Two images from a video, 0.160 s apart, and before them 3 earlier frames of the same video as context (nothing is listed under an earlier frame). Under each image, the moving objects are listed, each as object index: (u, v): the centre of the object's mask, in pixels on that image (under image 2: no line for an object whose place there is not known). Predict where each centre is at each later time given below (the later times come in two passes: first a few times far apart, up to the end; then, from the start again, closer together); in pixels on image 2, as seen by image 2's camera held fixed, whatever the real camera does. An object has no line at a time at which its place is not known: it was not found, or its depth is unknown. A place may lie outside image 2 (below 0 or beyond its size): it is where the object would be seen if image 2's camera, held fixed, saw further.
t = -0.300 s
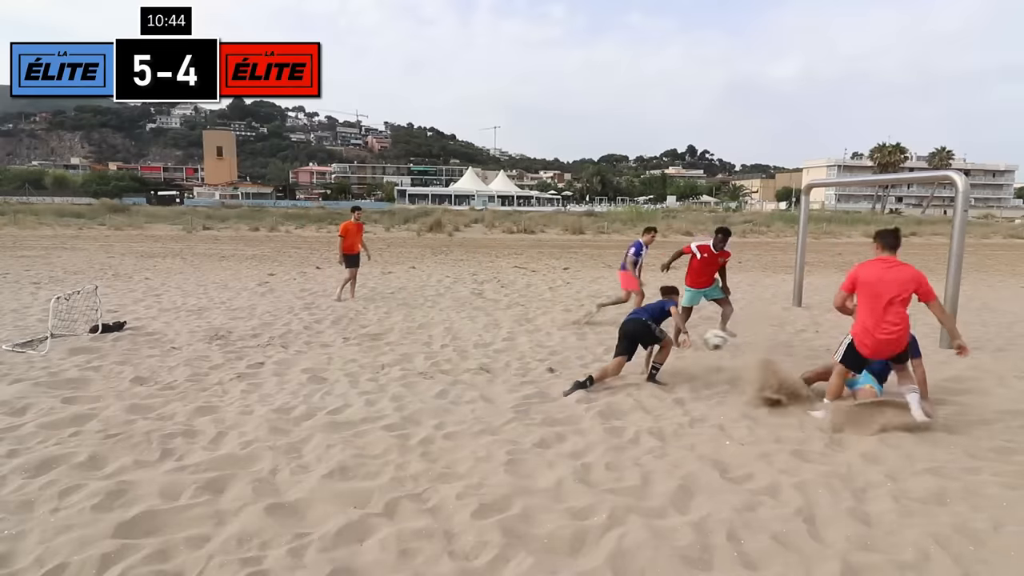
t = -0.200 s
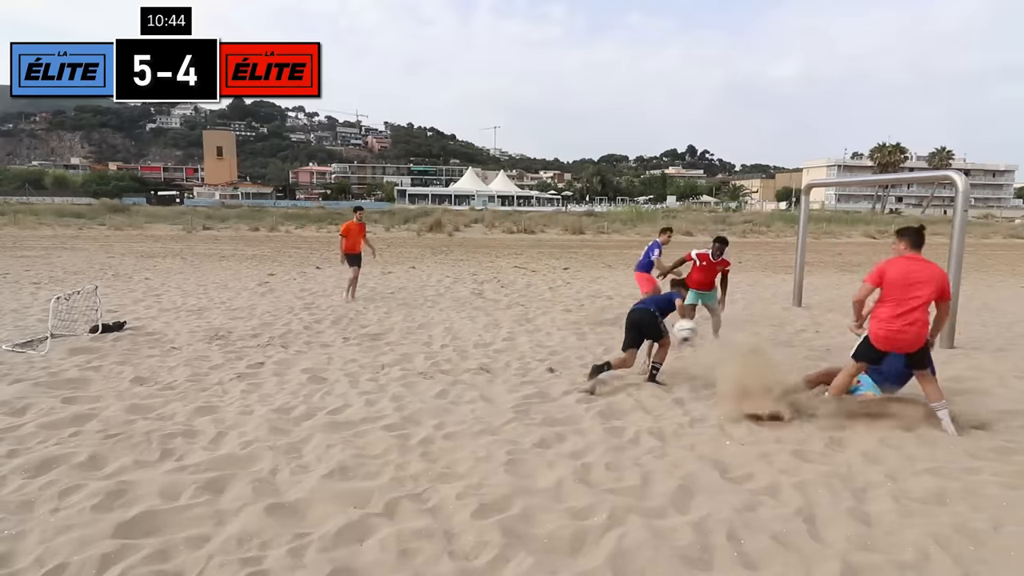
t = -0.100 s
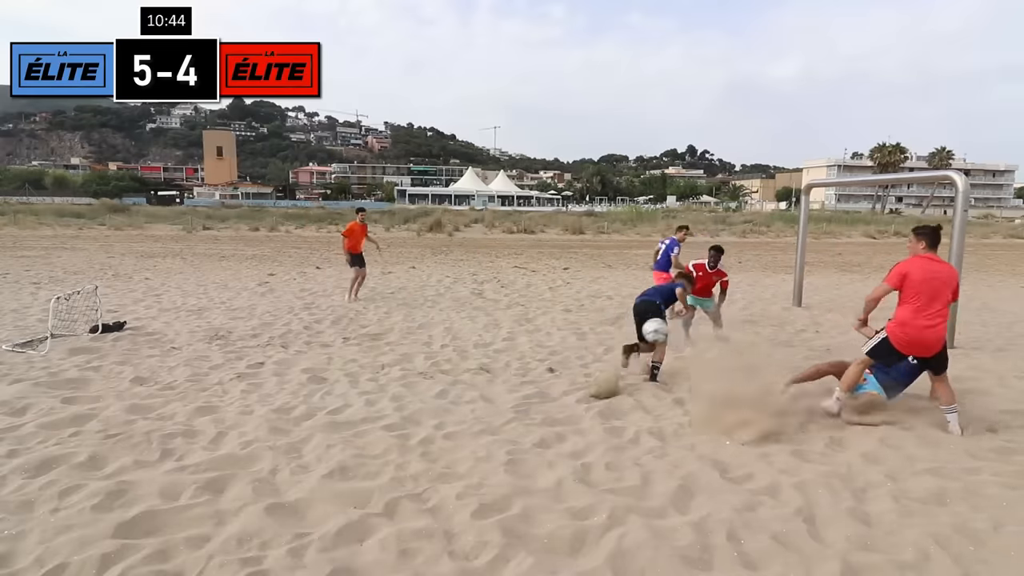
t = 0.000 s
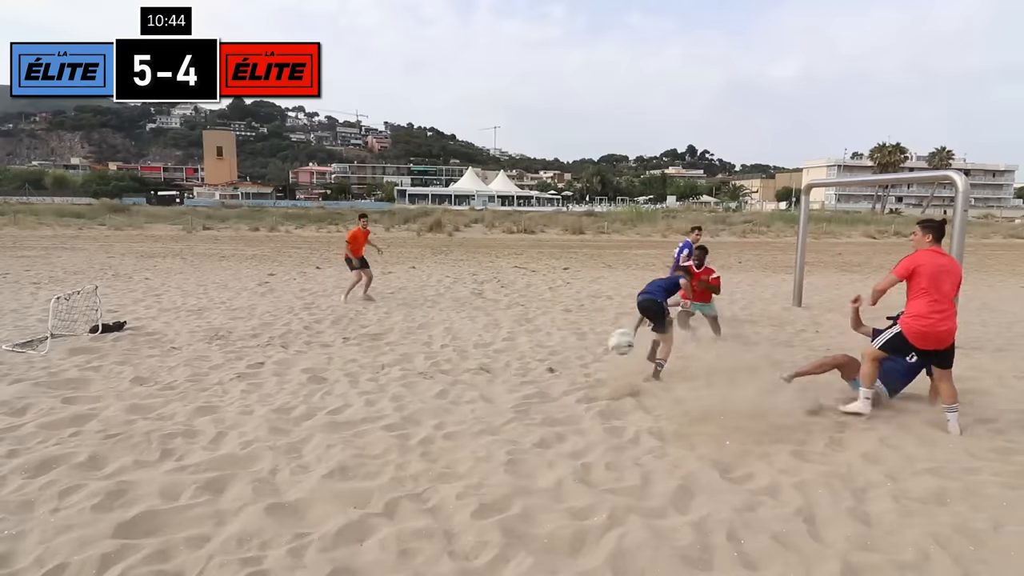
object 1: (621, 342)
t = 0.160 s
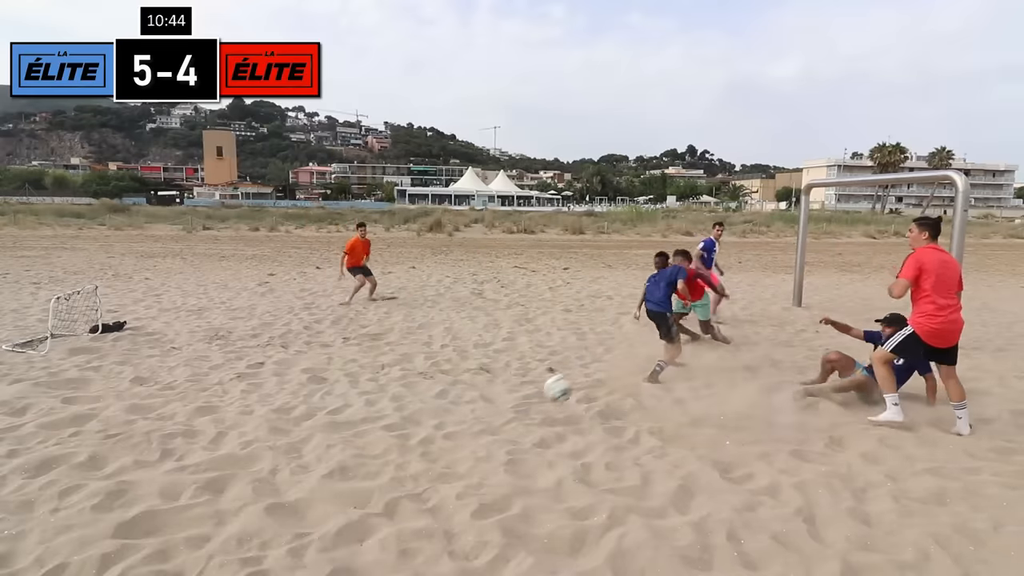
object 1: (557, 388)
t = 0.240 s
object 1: (523, 413)
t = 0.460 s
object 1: (420, 408)
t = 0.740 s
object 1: (278, 444)
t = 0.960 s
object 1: (164, 453)
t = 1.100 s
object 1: (97, 461)
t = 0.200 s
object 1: (540, 406)
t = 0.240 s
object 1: (523, 413)
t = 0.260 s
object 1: (514, 410)
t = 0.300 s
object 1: (497, 404)
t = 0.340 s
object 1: (478, 403)
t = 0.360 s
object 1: (470, 402)
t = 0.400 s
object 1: (449, 402)
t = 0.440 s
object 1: (430, 406)
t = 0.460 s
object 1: (420, 408)
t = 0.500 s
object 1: (400, 414)
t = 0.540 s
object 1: (379, 422)
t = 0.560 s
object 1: (368, 427)
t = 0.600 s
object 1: (348, 436)
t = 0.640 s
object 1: (328, 435)
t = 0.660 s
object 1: (318, 436)
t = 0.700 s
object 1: (299, 438)
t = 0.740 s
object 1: (278, 444)
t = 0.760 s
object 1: (269, 444)
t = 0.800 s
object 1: (247, 447)
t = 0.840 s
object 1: (226, 453)
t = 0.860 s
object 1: (215, 456)
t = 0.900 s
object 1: (193, 458)
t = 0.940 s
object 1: (173, 455)
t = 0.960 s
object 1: (164, 453)
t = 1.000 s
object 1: (144, 452)
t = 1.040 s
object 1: (125, 453)
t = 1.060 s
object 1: (115, 455)
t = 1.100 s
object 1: (97, 461)
